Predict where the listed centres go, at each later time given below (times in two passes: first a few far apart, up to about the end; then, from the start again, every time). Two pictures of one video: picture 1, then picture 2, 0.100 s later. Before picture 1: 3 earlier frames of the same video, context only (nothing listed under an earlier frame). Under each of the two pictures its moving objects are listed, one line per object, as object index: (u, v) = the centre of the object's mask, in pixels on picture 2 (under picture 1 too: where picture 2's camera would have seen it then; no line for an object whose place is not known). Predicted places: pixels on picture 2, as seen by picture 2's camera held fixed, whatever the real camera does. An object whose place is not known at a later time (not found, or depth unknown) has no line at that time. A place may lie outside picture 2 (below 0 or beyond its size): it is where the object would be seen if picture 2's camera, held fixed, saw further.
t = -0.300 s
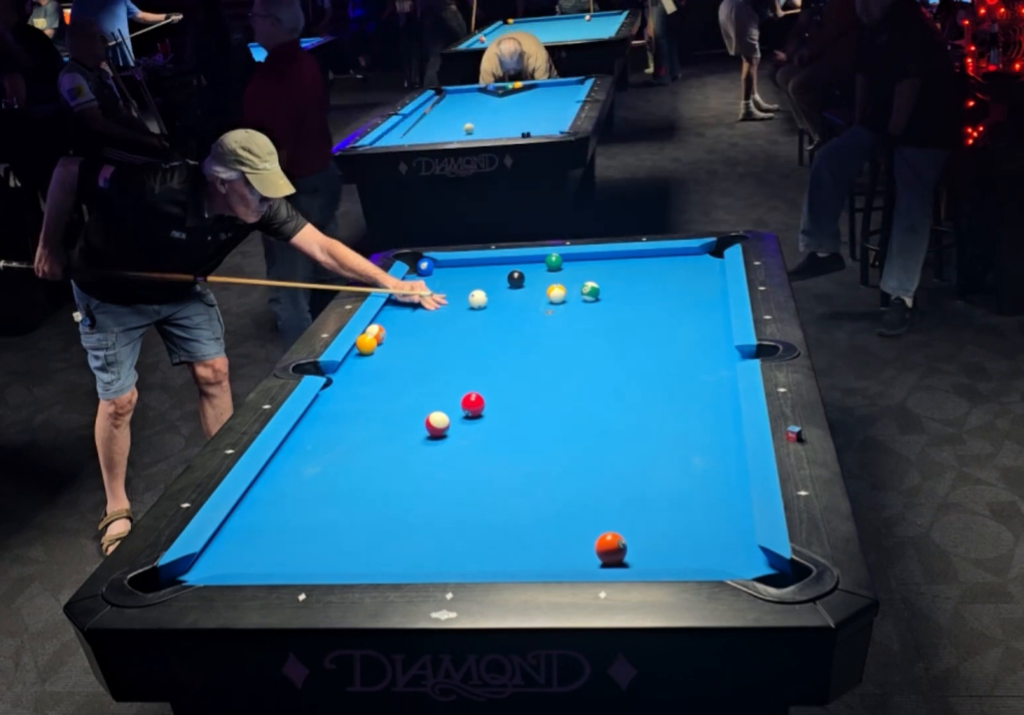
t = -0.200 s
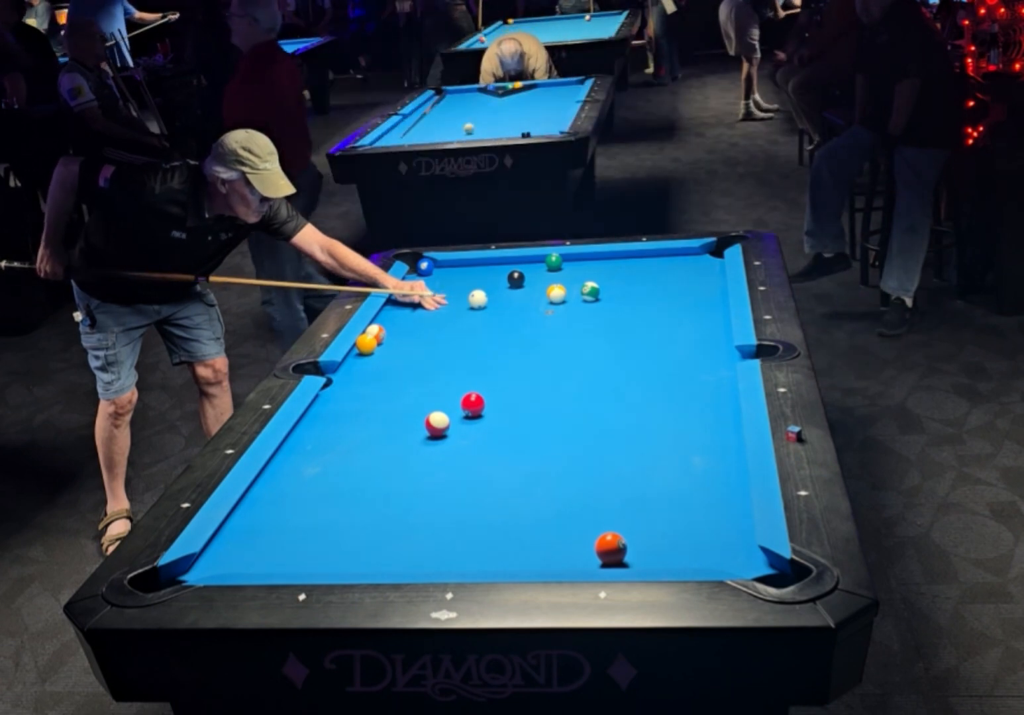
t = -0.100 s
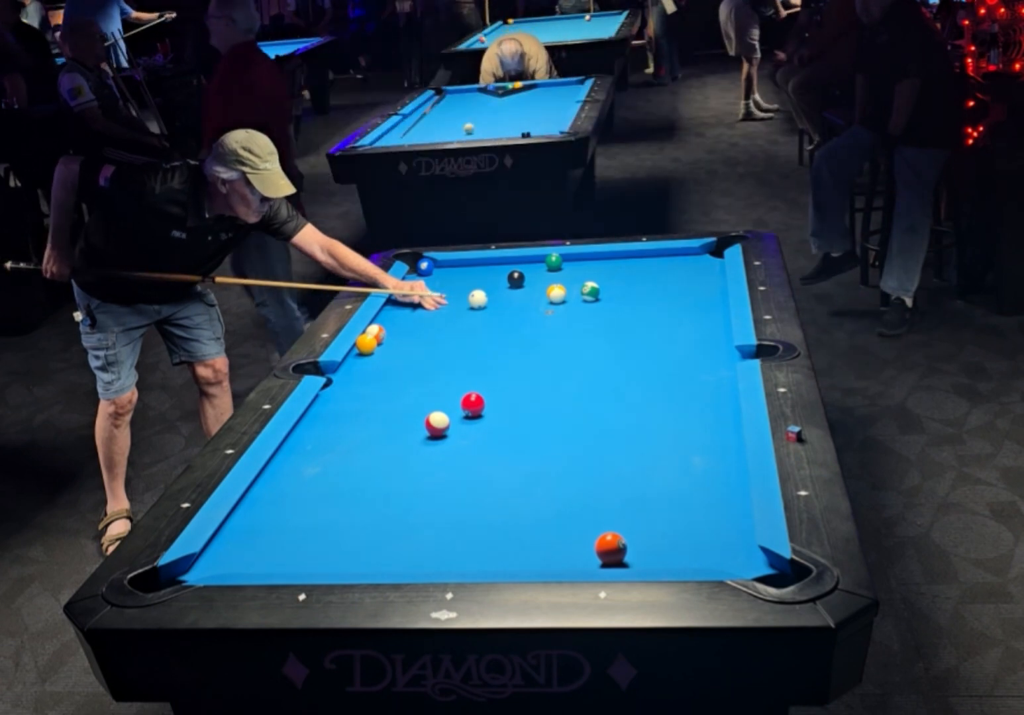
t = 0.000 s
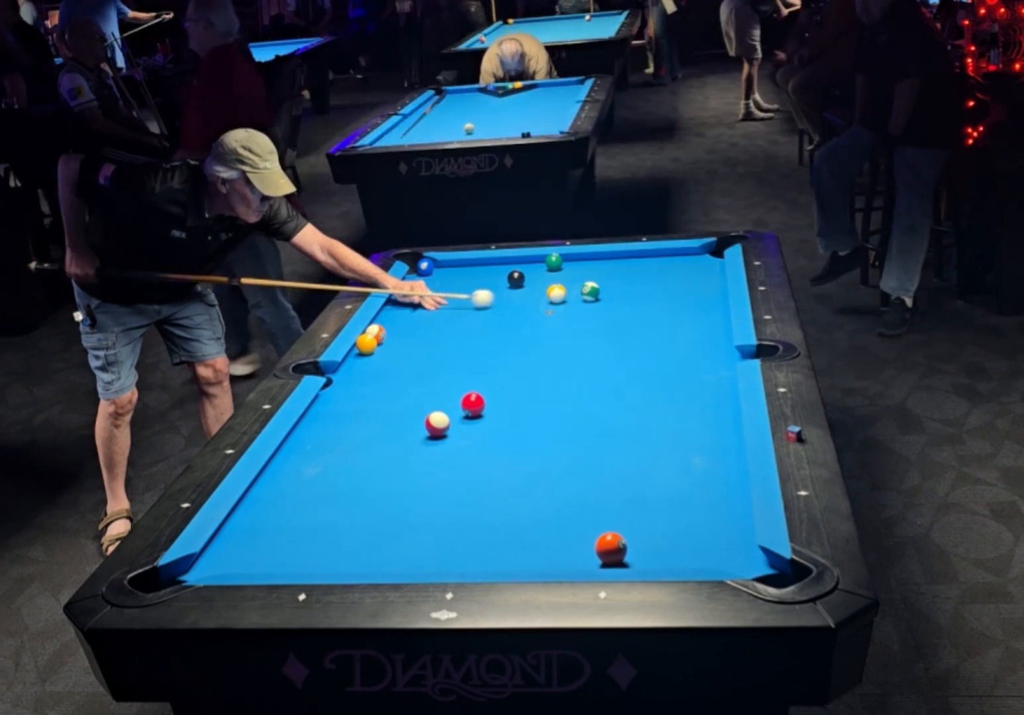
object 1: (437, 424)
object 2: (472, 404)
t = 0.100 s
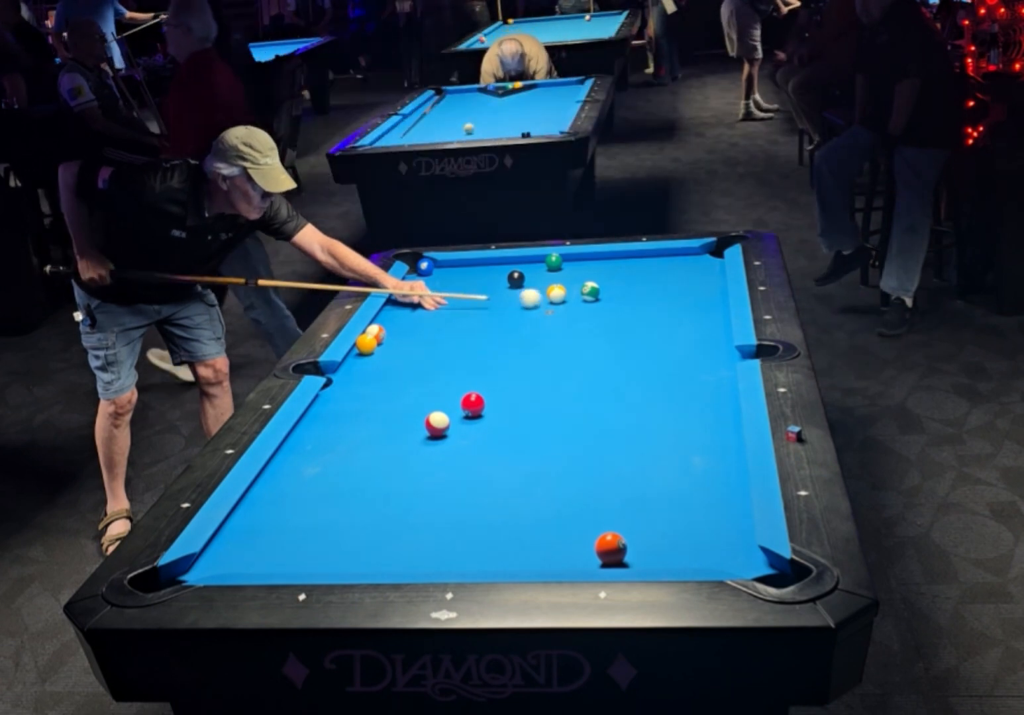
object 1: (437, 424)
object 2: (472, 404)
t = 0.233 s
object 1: (437, 424)
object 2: (472, 404)
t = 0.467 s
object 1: (437, 424)
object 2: (472, 404)
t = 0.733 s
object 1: (437, 424)
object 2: (472, 404)
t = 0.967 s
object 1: (437, 424)
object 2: (472, 404)
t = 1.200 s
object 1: (437, 424)
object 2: (472, 404)
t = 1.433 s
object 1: (437, 424)
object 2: (472, 404)
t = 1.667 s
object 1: (437, 424)
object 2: (472, 404)
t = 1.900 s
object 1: (437, 424)
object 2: (472, 404)
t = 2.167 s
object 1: (437, 424)
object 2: (472, 404)
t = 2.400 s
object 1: (437, 424)
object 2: (464, 409)
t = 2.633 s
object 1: (435, 425)
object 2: (454, 415)
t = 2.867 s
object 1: (427, 429)
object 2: (452, 416)
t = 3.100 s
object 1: (420, 432)
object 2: (451, 417)
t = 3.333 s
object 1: (415, 435)
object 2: (451, 417)
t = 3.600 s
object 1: (410, 437)
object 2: (451, 417)
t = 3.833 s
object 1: (408, 438)
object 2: (451, 417)
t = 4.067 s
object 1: (408, 438)
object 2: (451, 417)
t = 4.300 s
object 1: (408, 438)
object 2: (451, 417)
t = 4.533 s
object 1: (408, 438)
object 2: (451, 417)
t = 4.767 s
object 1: (408, 438)
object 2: (451, 417)
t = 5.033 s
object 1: (408, 438)
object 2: (451, 417)
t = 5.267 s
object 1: (408, 438)
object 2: (451, 417)
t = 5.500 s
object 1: (408, 438)
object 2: (451, 417)
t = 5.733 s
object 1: (408, 438)
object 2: (451, 417)
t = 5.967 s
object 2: (451, 417)
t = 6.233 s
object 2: (451, 417)
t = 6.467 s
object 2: (451, 417)
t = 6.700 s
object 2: (451, 417)
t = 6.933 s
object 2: (451, 417)
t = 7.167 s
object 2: (451, 417)
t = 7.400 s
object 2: (451, 417)
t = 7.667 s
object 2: (451, 417)
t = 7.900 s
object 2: (451, 417)
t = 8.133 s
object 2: (451, 417)
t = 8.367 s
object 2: (451, 417)
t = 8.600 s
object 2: (451, 417)
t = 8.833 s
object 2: (451, 417)
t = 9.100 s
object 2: (451, 417)
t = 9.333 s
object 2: (451, 417)
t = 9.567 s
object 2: (451, 417)
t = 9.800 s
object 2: (451, 417)
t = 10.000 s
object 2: (451, 417)
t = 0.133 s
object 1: (437, 424)
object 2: (472, 404)
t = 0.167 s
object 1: (437, 424)
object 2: (472, 404)
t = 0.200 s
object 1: (437, 424)
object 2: (472, 404)
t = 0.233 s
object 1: (437, 424)
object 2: (472, 404)
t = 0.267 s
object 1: (437, 424)
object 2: (472, 404)
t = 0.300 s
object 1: (437, 424)
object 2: (472, 404)
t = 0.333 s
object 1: (437, 424)
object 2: (472, 404)
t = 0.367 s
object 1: (437, 424)
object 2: (472, 404)
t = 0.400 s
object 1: (437, 424)
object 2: (472, 404)
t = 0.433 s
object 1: (437, 424)
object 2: (472, 404)
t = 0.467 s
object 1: (437, 424)
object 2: (472, 404)
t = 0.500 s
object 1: (437, 424)
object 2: (472, 404)
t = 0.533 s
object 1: (437, 424)
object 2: (472, 404)
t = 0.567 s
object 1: (437, 424)
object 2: (472, 404)
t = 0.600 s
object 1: (437, 424)
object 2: (472, 404)
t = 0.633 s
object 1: (437, 424)
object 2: (472, 404)
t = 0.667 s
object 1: (437, 424)
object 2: (472, 404)
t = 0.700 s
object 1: (437, 424)
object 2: (472, 404)
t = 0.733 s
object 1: (437, 424)
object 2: (472, 404)
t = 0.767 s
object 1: (437, 424)
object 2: (472, 404)
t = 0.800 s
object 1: (437, 424)
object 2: (472, 404)
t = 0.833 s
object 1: (437, 424)
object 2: (472, 404)
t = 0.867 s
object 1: (437, 424)
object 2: (472, 404)
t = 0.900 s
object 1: (437, 424)
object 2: (472, 404)
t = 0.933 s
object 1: (437, 424)
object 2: (472, 404)
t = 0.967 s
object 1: (437, 424)
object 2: (472, 404)
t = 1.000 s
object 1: (437, 424)
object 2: (472, 404)
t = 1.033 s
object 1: (437, 424)
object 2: (472, 404)
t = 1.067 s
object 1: (437, 424)
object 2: (472, 404)
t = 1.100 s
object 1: (437, 424)
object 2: (472, 404)
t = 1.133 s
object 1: (437, 424)
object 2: (472, 404)
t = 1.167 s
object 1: (437, 424)
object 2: (472, 404)
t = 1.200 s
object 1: (437, 424)
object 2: (472, 404)
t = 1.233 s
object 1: (437, 424)
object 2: (472, 404)
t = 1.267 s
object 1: (437, 424)
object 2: (472, 404)
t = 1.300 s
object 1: (437, 424)
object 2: (472, 404)
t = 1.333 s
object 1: (437, 424)
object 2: (472, 404)
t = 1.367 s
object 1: (437, 424)
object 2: (472, 404)
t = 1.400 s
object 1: (437, 424)
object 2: (472, 404)
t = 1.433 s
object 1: (437, 424)
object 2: (472, 404)
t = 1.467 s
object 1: (437, 424)
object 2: (472, 404)
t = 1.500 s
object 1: (437, 424)
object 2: (472, 404)
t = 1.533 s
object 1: (437, 424)
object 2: (472, 404)
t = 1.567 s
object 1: (437, 424)
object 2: (472, 404)
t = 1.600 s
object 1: (437, 424)
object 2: (472, 404)
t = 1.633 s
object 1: (437, 424)
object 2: (472, 404)
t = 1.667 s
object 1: (437, 424)
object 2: (472, 404)
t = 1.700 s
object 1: (437, 424)
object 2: (472, 404)
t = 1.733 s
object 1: (437, 424)
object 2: (472, 404)
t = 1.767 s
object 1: (437, 424)
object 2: (472, 404)
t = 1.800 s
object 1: (437, 424)
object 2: (472, 404)
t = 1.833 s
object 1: (437, 424)
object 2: (472, 404)
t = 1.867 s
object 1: (437, 424)
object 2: (472, 404)
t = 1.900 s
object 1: (437, 424)
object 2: (472, 404)
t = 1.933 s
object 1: (437, 424)
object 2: (472, 404)
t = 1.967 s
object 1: (437, 424)
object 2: (472, 404)
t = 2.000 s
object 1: (437, 424)
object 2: (472, 404)
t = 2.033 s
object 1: (437, 424)
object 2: (472, 404)
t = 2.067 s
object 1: (437, 424)
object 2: (472, 404)
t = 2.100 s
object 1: (437, 424)
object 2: (472, 404)
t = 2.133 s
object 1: (437, 424)
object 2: (472, 404)
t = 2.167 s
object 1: (437, 424)
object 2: (472, 404)
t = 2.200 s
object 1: (437, 424)
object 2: (472, 404)
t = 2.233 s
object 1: (437, 424)
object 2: (472, 404)
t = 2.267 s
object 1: (437, 424)
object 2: (473, 404)
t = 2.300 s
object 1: (437, 424)
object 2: (470, 406)
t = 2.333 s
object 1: (437, 424)
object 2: (468, 407)
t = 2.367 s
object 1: (437, 424)
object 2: (466, 408)
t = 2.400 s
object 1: (437, 424)
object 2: (464, 409)
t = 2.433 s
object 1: (437, 424)
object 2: (462, 410)
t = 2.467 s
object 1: (437, 424)
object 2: (460, 411)
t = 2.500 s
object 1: (437, 424)
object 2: (459, 413)
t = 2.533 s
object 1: (437, 424)
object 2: (457, 413)
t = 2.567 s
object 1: (437, 424)
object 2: (456, 414)
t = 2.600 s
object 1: (436, 424)
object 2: (455, 415)
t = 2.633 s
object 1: (435, 425)
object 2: (454, 415)
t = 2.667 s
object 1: (434, 426)
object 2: (454, 415)
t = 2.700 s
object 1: (433, 427)
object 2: (453, 416)
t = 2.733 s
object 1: (431, 428)
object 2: (452, 416)
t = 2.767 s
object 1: (430, 428)
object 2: (452, 416)
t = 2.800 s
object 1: (429, 428)
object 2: (452, 416)
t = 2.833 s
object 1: (428, 429)
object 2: (452, 416)
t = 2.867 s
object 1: (427, 429)
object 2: (452, 416)
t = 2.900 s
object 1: (426, 430)
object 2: (451, 417)
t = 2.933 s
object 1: (425, 430)
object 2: (451, 417)
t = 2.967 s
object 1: (424, 431)
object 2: (451, 417)
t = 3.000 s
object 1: (423, 431)
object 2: (451, 417)
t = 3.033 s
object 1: (422, 432)
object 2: (451, 417)
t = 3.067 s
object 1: (421, 432)
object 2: (451, 417)
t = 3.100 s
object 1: (420, 432)
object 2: (451, 417)
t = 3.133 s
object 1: (420, 433)
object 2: (451, 417)
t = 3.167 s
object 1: (419, 433)
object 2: (451, 417)
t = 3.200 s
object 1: (418, 434)
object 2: (451, 417)
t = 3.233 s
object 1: (417, 434)
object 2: (451, 417)
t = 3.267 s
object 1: (416, 434)
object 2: (451, 417)
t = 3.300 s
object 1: (415, 435)
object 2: (451, 417)
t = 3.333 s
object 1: (415, 435)
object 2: (451, 417)
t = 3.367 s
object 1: (414, 435)
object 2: (451, 417)
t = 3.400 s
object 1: (413, 436)
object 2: (451, 417)
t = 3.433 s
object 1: (413, 436)
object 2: (451, 417)
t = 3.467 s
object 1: (412, 436)
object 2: (451, 417)
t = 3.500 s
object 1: (412, 436)
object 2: (451, 417)
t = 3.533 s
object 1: (411, 436)
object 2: (451, 417)
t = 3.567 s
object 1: (411, 437)
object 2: (451, 417)
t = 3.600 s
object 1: (410, 437)
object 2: (451, 417)
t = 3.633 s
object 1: (410, 437)
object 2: (451, 417)
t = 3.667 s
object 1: (409, 437)
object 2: (451, 417)
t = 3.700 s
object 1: (409, 438)
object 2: (451, 417)
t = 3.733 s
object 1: (409, 438)
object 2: (451, 417)
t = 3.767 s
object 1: (409, 438)
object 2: (451, 417)
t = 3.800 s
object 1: (408, 438)
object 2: (451, 417)
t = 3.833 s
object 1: (408, 438)
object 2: (451, 417)
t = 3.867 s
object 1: (408, 438)
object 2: (451, 417)
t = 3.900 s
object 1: (408, 438)
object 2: (451, 417)
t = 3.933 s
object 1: (408, 438)
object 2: (451, 417)
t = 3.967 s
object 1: (408, 438)
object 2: (451, 417)
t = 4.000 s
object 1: (408, 438)
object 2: (451, 417)
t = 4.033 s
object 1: (408, 438)
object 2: (451, 417)
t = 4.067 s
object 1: (408, 438)
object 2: (451, 417)
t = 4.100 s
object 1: (408, 438)
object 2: (451, 417)
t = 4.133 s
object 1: (408, 438)
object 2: (451, 417)
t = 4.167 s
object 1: (408, 438)
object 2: (451, 417)
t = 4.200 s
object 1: (408, 438)
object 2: (451, 417)
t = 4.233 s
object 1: (408, 438)
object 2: (451, 417)
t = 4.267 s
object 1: (408, 438)
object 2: (451, 417)
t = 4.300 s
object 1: (408, 438)
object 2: (451, 417)
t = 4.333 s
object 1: (408, 438)
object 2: (451, 417)
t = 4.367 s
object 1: (408, 438)
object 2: (451, 417)
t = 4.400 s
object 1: (408, 438)
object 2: (451, 417)
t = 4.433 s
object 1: (408, 438)
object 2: (451, 417)
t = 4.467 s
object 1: (408, 438)
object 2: (451, 417)
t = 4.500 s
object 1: (408, 438)
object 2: (451, 417)
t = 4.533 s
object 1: (408, 438)
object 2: (451, 417)
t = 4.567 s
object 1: (408, 438)
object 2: (451, 417)
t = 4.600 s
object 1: (408, 438)
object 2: (451, 417)
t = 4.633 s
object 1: (408, 438)
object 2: (451, 417)
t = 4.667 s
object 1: (408, 438)
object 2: (451, 417)
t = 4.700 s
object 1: (408, 438)
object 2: (451, 417)
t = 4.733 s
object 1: (408, 438)
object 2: (451, 417)
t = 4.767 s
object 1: (408, 438)
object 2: (451, 417)
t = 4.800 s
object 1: (408, 438)
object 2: (451, 417)
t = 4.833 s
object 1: (408, 438)
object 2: (451, 417)
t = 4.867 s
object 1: (408, 438)
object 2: (451, 417)
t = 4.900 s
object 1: (408, 438)
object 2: (451, 417)
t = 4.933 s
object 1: (408, 438)
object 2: (451, 417)
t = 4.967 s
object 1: (408, 438)
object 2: (451, 417)
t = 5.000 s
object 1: (408, 438)
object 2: (451, 417)
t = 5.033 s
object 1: (408, 438)
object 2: (451, 417)
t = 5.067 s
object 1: (408, 438)
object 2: (451, 417)
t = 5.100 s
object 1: (408, 438)
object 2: (451, 417)
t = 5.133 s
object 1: (408, 438)
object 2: (451, 417)
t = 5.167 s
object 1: (408, 438)
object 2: (451, 417)
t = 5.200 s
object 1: (408, 438)
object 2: (451, 417)
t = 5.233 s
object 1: (408, 438)
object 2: (451, 417)
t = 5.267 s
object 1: (408, 438)
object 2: (451, 417)
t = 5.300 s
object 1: (408, 438)
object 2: (451, 417)
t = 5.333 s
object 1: (408, 438)
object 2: (451, 417)
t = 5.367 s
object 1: (408, 438)
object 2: (451, 417)
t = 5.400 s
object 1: (408, 438)
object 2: (451, 417)
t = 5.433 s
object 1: (408, 438)
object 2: (451, 417)
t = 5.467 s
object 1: (408, 438)
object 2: (451, 417)
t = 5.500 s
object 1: (408, 438)
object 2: (451, 417)
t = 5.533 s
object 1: (408, 438)
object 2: (451, 417)
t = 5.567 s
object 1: (408, 438)
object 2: (451, 417)
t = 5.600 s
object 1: (408, 438)
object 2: (451, 417)
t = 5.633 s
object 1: (408, 438)
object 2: (451, 417)
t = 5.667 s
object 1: (408, 438)
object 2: (451, 417)
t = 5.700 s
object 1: (408, 438)
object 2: (451, 417)
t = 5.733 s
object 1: (408, 438)
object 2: (451, 417)
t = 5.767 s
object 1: (408, 438)
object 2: (451, 417)
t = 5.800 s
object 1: (408, 438)
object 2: (451, 417)
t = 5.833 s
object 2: (451, 417)
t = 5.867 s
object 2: (451, 417)
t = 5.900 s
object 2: (451, 417)
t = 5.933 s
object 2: (451, 417)
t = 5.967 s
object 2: (451, 417)
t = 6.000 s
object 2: (451, 417)
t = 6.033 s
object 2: (451, 417)
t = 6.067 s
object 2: (451, 417)
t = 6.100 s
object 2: (451, 417)
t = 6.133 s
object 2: (451, 417)
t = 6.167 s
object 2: (451, 417)
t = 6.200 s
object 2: (451, 417)
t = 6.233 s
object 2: (451, 417)
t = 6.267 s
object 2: (451, 417)
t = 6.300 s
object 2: (451, 417)
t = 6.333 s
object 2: (451, 417)
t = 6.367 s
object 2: (451, 417)
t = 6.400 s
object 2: (451, 417)
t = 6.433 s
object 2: (451, 417)
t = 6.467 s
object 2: (451, 417)
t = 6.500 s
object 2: (451, 417)
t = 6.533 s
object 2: (451, 417)
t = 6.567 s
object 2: (451, 417)
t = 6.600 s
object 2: (451, 417)
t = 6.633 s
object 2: (451, 417)
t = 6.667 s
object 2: (451, 417)
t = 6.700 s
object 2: (451, 417)
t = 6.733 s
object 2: (451, 417)
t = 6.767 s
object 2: (451, 417)
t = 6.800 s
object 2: (451, 417)
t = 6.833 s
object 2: (451, 417)
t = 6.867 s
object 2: (451, 417)
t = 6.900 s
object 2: (451, 417)
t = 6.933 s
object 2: (451, 417)
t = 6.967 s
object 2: (451, 417)
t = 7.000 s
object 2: (451, 417)
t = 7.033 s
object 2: (451, 417)
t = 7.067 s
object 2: (451, 417)
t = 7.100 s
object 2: (451, 417)
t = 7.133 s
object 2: (451, 417)
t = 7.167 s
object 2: (451, 417)
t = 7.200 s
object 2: (451, 417)
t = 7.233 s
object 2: (451, 417)
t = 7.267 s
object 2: (451, 417)
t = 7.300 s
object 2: (451, 417)
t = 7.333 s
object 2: (451, 417)
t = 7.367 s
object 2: (451, 417)
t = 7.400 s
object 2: (451, 417)
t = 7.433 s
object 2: (451, 417)
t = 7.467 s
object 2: (451, 417)
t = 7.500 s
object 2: (451, 417)
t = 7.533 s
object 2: (451, 417)
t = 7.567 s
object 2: (451, 417)
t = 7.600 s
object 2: (451, 417)
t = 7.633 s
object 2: (451, 417)
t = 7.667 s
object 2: (451, 417)
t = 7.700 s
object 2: (451, 417)
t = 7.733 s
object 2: (451, 417)
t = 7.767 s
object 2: (451, 417)
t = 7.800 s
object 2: (451, 417)
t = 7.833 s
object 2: (451, 417)
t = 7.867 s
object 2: (451, 417)
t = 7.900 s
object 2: (451, 417)
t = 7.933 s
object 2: (451, 417)
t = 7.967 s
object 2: (451, 417)
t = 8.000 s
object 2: (451, 417)
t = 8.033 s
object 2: (451, 417)
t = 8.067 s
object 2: (451, 417)
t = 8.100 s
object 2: (451, 417)
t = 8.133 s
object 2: (451, 417)
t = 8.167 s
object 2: (451, 417)
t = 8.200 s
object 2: (451, 417)
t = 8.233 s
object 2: (451, 417)
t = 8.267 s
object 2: (451, 417)
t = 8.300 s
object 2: (451, 417)
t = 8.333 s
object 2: (451, 417)
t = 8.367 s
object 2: (451, 417)
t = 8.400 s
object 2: (451, 417)
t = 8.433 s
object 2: (451, 417)
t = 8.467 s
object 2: (451, 417)
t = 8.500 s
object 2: (451, 417)
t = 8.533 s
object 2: (451, 417)
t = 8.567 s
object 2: (451, 417)
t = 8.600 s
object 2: (451, 417)
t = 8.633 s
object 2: (451, 417)
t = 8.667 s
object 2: (451, 417)
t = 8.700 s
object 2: (451, 417)
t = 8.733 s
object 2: (451, 417)
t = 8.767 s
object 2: (451, 417)
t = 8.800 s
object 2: (451, 417)
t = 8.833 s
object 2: (451, 417)
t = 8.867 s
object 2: (451, 417)
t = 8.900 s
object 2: (451, 417)
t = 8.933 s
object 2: (451, 417)
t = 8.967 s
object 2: (451, 417)
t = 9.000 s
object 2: (451, 417)
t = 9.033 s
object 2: (451, 417)
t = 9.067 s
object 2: (451, 417)
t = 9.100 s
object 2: (451, 417)
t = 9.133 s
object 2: (451, 417)
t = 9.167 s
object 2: (451, 417)
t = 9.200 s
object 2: (451, 417)
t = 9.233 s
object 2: (451, 417)
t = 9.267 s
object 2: (451, 417)
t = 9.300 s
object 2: (451, 417)
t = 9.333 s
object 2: (451, 417)
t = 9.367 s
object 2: (451, 417)
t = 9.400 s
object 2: (451, 417)
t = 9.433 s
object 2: (451, 417)
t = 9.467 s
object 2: (451, 417)
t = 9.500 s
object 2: (451, 417)
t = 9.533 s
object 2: (451, 417)
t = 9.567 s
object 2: (451, 417)
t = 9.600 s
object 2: (451, 417)
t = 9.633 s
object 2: (451, 417)
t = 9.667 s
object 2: (451, 417)
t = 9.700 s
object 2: (451, 417)
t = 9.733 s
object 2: (451, 417)
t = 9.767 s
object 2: (451, 417)
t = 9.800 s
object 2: (451, 417)
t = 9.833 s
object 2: (451, 417)
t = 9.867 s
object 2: (451, 417)
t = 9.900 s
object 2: (451, 417)
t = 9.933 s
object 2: (451, 417)
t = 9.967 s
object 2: (451, 417)
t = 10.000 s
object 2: (451, 417)
